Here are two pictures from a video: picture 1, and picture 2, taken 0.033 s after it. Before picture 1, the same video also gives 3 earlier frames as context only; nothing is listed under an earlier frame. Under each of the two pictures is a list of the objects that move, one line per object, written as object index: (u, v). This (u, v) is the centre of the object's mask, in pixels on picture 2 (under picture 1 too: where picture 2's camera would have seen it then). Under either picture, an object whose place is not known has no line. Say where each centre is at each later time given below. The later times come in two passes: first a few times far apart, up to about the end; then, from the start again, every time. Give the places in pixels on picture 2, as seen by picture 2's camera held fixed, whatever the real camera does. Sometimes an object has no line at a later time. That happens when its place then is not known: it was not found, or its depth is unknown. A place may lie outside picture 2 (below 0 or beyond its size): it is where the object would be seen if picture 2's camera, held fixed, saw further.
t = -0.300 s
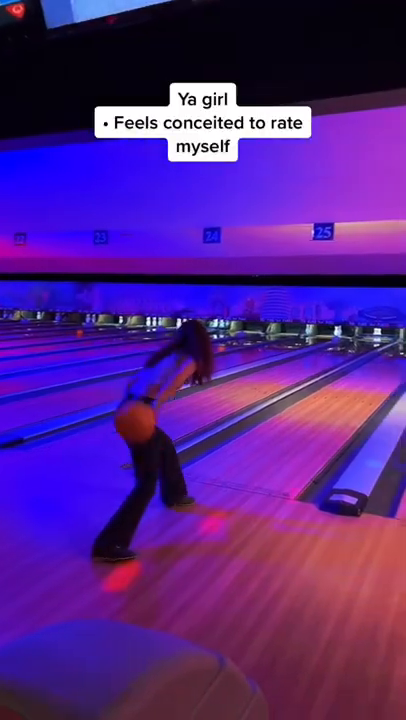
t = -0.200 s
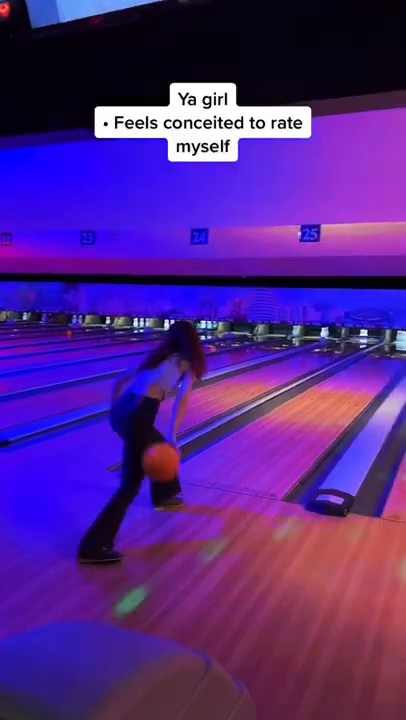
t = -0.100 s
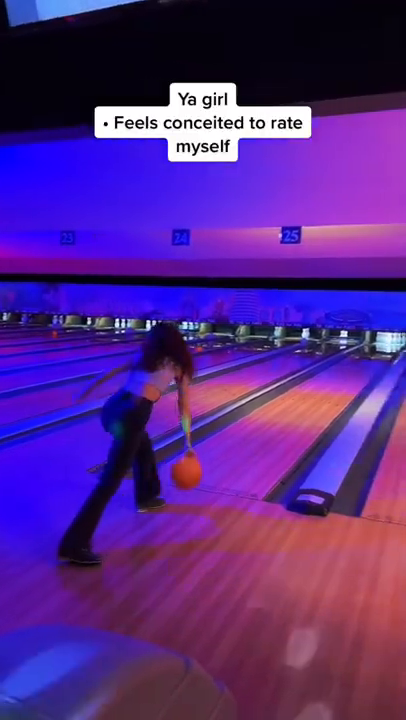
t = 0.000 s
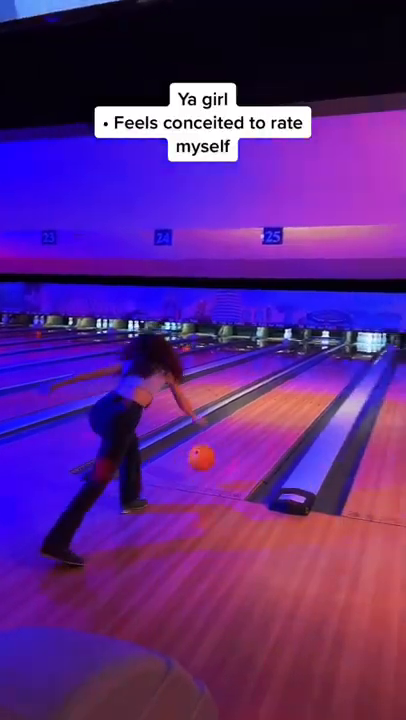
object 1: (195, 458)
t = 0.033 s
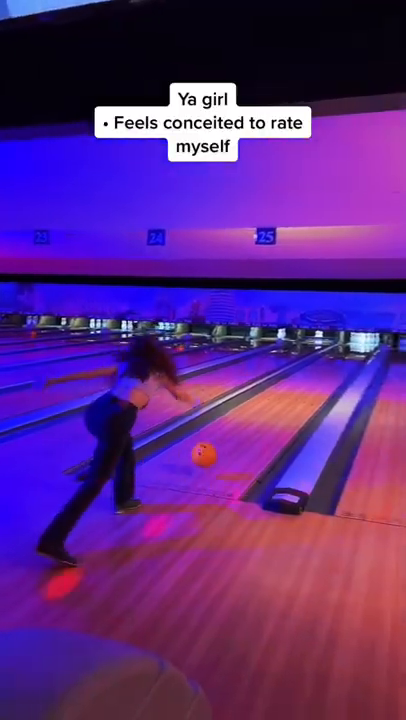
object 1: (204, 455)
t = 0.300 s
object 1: (254, 421)
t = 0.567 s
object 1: (282, 398)
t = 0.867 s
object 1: (301, 380)
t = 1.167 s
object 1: (314, 369)
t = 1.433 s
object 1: (322, 361)
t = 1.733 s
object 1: (328, 356)
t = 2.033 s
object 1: (334, 352)
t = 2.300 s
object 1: (337, 350)
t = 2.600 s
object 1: (341, 348)
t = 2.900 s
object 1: (344, 347)
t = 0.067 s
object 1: (212, 453)
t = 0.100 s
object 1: (220, 452)
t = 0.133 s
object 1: (227, 444)
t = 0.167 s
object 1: (233, 439)
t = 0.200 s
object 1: (240, 434)
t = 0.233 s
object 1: (244, 430)
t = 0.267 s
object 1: (249, 426)
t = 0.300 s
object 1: (254, 421)
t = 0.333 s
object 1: (258, 418)
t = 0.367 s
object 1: (262, 415)
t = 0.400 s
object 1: (266, 411)
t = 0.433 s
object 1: (269, 408)
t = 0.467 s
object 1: (273, 405)
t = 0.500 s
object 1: (276, 402)
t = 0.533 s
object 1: (279, 400)
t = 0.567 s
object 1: (282, 398)
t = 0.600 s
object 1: (285, 395)
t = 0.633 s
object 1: (288, 392)
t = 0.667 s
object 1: (290, 390)
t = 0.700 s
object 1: (292, 388)
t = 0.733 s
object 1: (294, 387)
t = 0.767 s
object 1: (296, 385)
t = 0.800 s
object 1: (298, 383)
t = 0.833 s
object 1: (299, 381)
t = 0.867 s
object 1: (301, 380)
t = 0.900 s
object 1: (302, 378)
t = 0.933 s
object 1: (304, 377)
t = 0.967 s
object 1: (305, 375)
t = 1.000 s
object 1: (307, 374)
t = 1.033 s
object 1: (309, 373)
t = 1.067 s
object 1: (310, 372)
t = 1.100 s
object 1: (311, 371)
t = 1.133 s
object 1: (312, 370)
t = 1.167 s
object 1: (314, 369)
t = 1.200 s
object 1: (315, 368)
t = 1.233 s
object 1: (316, 367)
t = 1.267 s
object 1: (317, 366)
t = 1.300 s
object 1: (318, 365)
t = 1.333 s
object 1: (318, 364)
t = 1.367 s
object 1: (319, 363)
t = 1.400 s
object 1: (320, 362)
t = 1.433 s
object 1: (322, 361)
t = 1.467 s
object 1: (322, 361)
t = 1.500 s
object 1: (323, 360)
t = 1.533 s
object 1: (324, 359)
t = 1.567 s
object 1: (325, 359)
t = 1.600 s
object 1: (325, 359)
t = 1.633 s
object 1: (326, 358)
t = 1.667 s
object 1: (327, 357)
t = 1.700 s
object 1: (327, 357)
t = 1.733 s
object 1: (328, 356)
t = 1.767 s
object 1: (330, 355)
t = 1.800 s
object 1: (331, 355)
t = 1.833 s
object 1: (331, 354)
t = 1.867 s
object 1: (331, 354)
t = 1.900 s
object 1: (332, 353)
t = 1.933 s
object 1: (332, 353)
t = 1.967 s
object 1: (333, 353)
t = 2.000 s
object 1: (333, 352)
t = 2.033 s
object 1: (334, 352)
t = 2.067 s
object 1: (334, 352)
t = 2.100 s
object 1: (335, 351)
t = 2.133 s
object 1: (336, 350)
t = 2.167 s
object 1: (336, 350)
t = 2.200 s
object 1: (336, 350)
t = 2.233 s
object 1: (337, 350)
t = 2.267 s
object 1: (337, 350)
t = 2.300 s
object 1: (337, 350)
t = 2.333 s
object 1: (337, 349)
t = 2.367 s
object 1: (337, 349)
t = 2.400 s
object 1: (338, 349)
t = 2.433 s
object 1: (339, 349)
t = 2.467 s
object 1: (339, 349)
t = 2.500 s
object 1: (339, 349)
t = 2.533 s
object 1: (341, 348)
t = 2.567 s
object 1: (340, 349)
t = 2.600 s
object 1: (341, 348)
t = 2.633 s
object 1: (343, 348)
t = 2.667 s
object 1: (343, 347)
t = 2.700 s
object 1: (343, 348)
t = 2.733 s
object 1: (343, 348)
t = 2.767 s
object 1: (343, 348)
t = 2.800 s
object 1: (344, 347)
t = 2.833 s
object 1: (344, 347)
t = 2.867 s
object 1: (344, 347)
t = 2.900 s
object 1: (344, 347)
